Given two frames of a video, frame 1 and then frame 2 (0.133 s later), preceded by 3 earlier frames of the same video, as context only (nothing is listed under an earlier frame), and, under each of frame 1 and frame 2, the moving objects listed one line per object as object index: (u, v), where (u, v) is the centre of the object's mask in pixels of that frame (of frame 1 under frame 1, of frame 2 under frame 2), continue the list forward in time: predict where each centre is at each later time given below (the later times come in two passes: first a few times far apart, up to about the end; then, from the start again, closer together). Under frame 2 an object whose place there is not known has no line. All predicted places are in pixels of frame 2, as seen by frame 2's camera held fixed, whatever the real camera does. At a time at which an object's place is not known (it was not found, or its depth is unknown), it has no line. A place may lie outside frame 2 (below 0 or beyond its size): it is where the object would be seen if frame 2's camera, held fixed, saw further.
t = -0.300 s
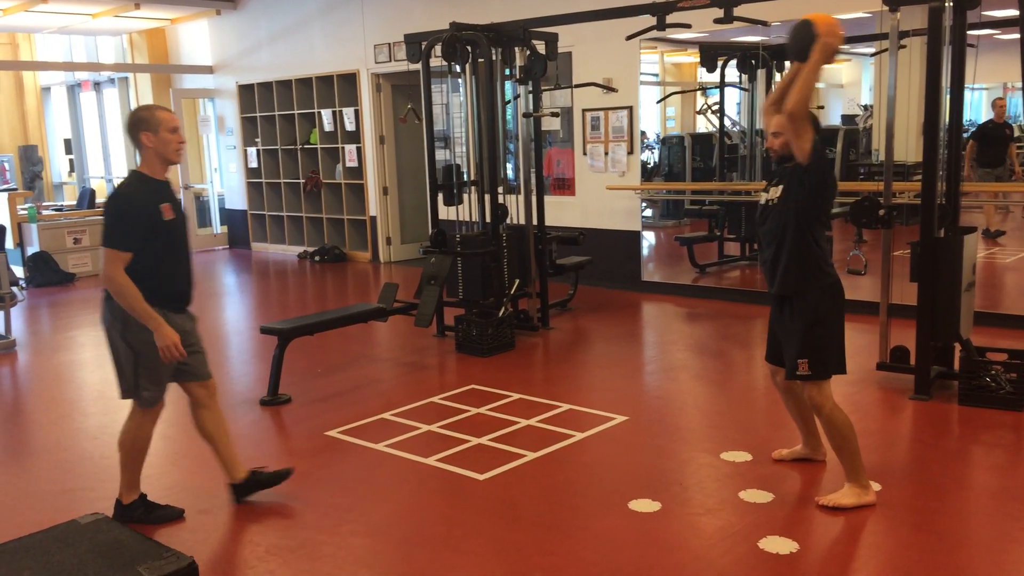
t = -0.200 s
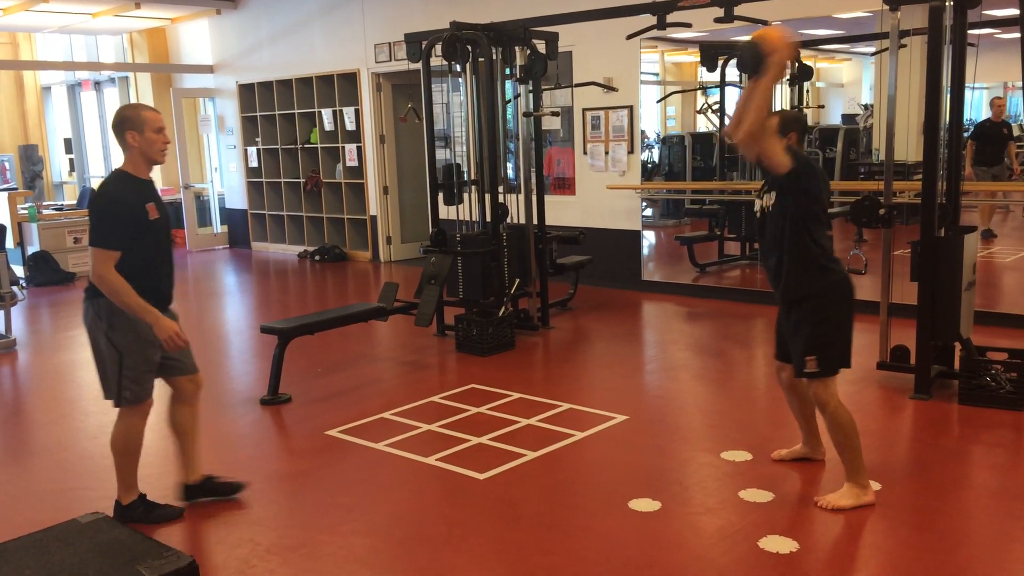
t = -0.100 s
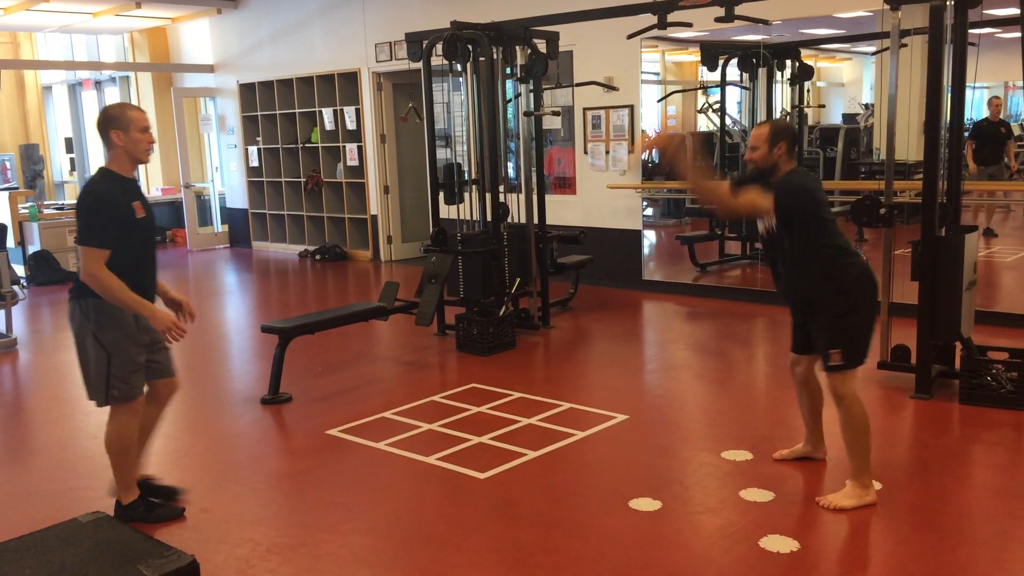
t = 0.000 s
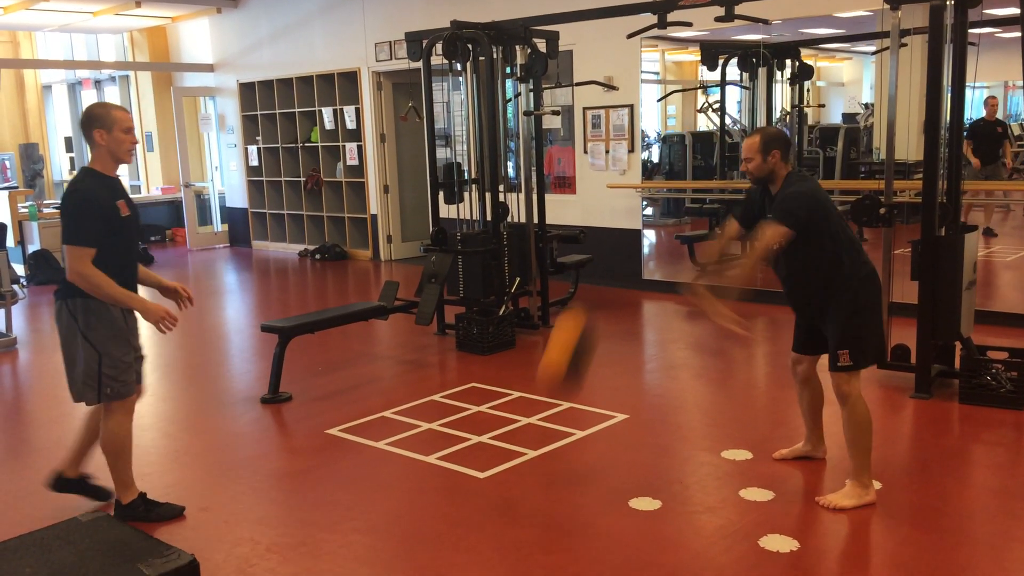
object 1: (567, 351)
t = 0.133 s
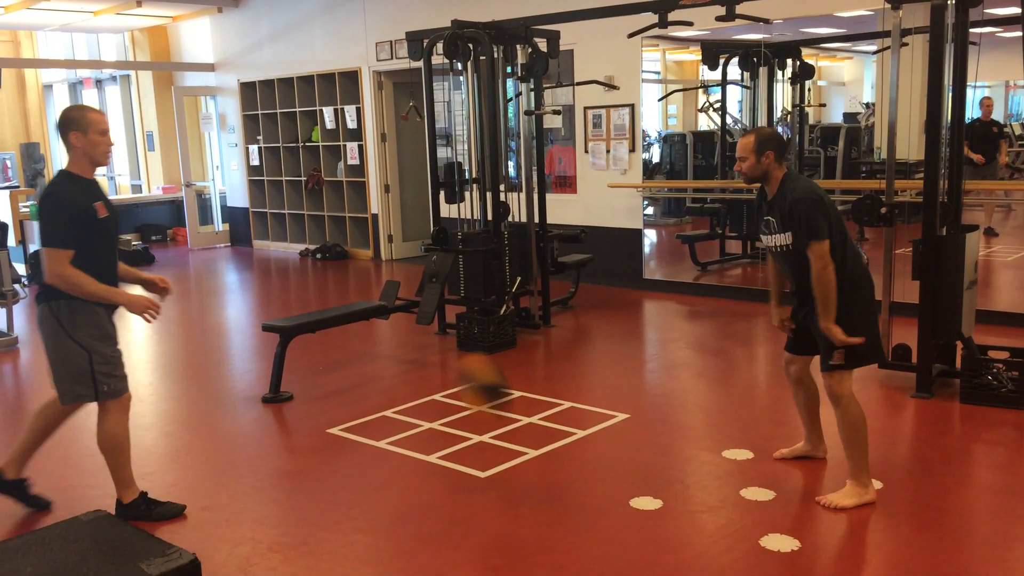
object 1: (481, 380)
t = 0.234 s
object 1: (435, 277)
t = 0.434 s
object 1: (307, 90)
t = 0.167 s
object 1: (465, 352)
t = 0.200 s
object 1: (455, 315)
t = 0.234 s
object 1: (435, 277)
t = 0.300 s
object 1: (392, 201)
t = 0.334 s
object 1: (368, 172)
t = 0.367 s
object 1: (347, 140)
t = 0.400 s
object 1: (323, 111)
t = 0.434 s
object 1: (307, 90)
